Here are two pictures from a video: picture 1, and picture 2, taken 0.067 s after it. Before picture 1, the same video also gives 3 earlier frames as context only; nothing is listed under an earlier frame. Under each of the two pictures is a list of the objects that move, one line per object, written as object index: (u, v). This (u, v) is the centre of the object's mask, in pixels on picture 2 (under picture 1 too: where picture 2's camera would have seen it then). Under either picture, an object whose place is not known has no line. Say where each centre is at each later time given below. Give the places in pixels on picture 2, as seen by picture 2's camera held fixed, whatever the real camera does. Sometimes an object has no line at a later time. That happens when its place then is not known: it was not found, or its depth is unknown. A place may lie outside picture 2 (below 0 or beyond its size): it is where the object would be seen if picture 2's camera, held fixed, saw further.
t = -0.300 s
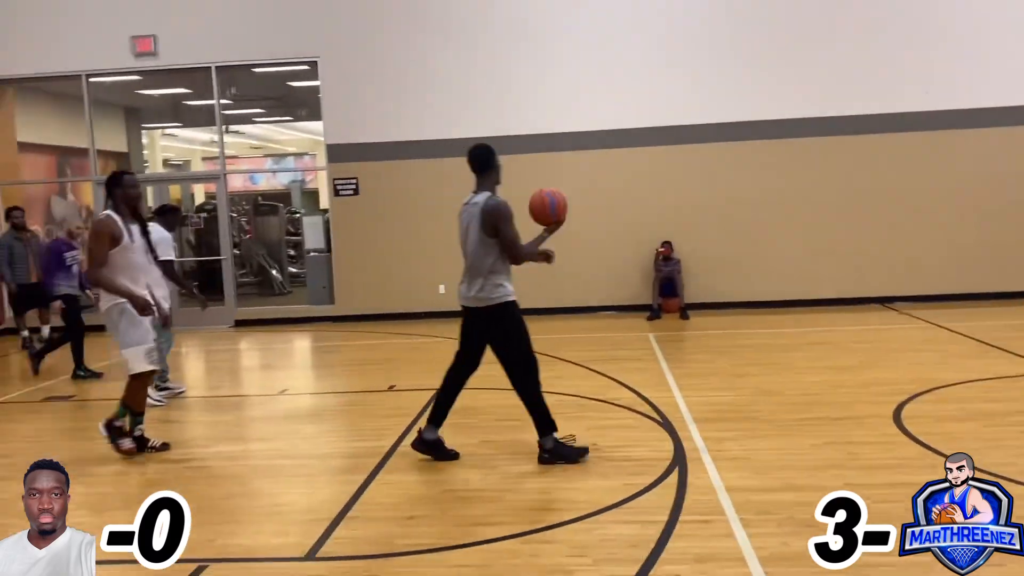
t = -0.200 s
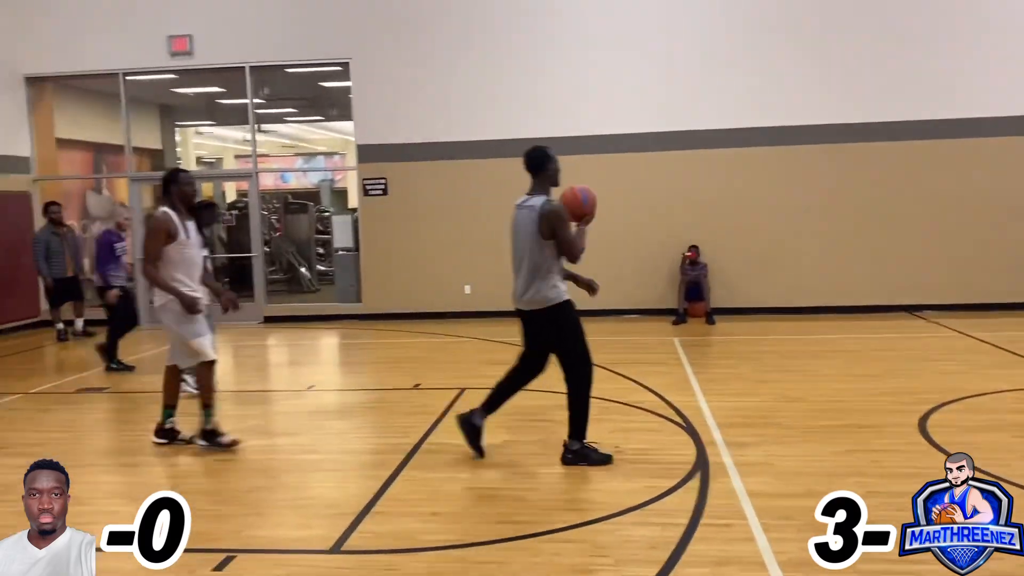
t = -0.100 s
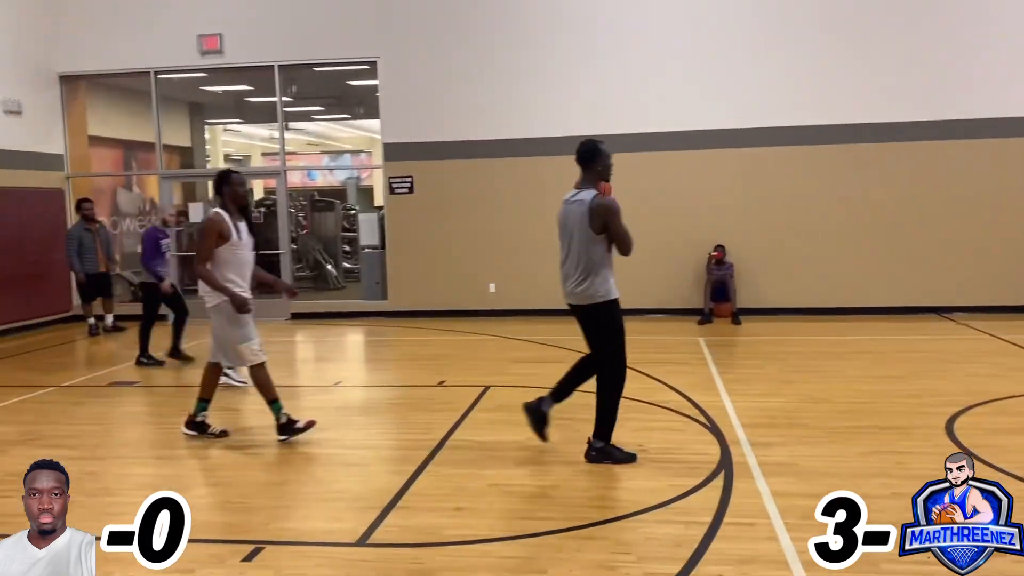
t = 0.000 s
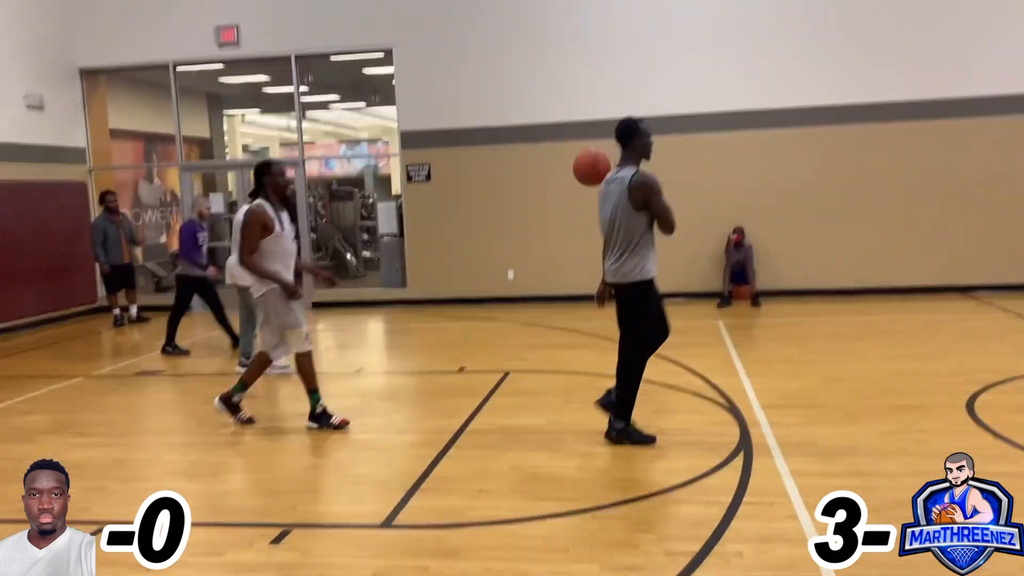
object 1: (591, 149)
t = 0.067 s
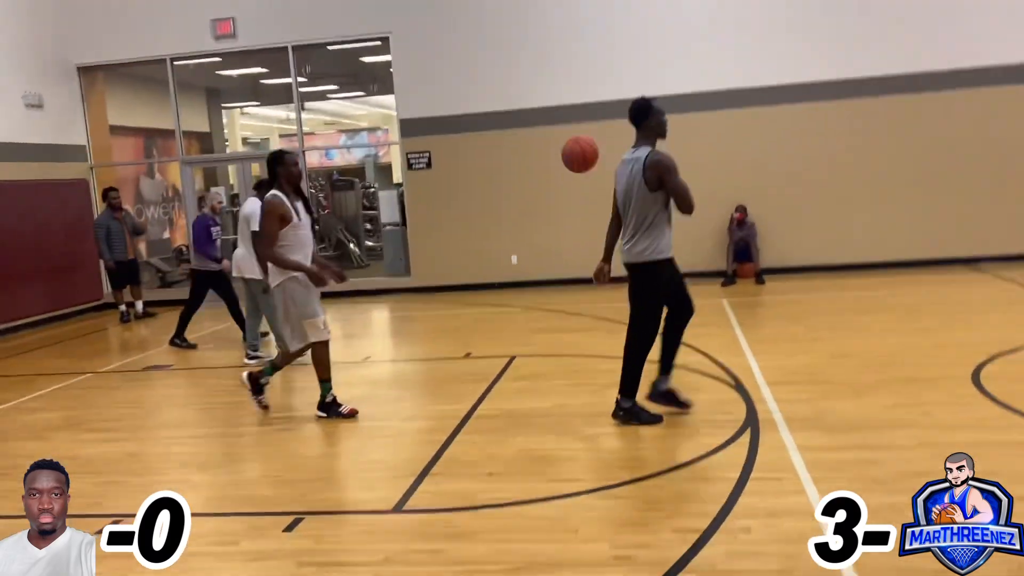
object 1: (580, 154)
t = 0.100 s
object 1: (574, 159)
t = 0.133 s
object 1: (568, 164)
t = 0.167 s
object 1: (564, 173)
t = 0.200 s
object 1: (559, 182)
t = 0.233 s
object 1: (554, 194)
